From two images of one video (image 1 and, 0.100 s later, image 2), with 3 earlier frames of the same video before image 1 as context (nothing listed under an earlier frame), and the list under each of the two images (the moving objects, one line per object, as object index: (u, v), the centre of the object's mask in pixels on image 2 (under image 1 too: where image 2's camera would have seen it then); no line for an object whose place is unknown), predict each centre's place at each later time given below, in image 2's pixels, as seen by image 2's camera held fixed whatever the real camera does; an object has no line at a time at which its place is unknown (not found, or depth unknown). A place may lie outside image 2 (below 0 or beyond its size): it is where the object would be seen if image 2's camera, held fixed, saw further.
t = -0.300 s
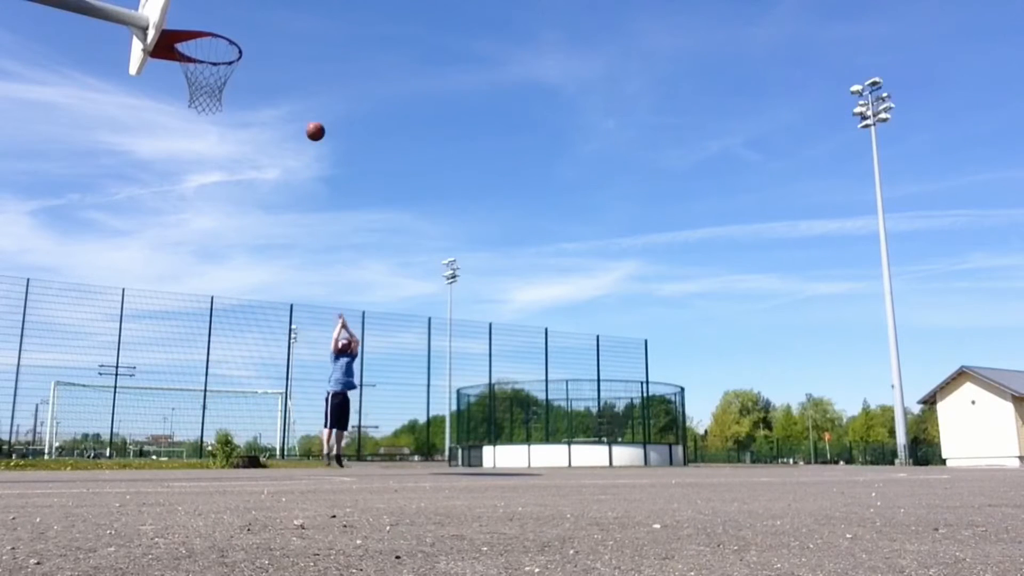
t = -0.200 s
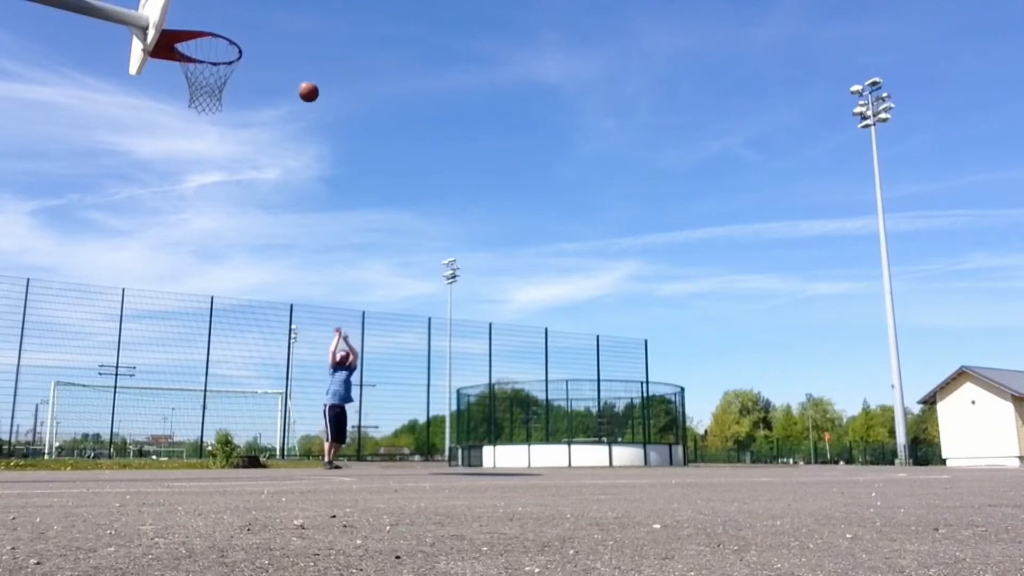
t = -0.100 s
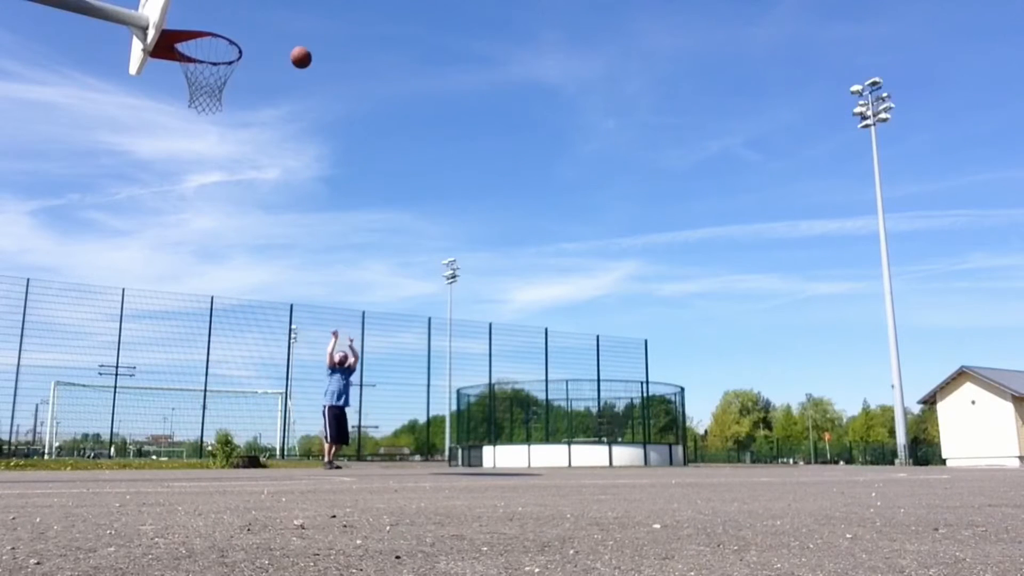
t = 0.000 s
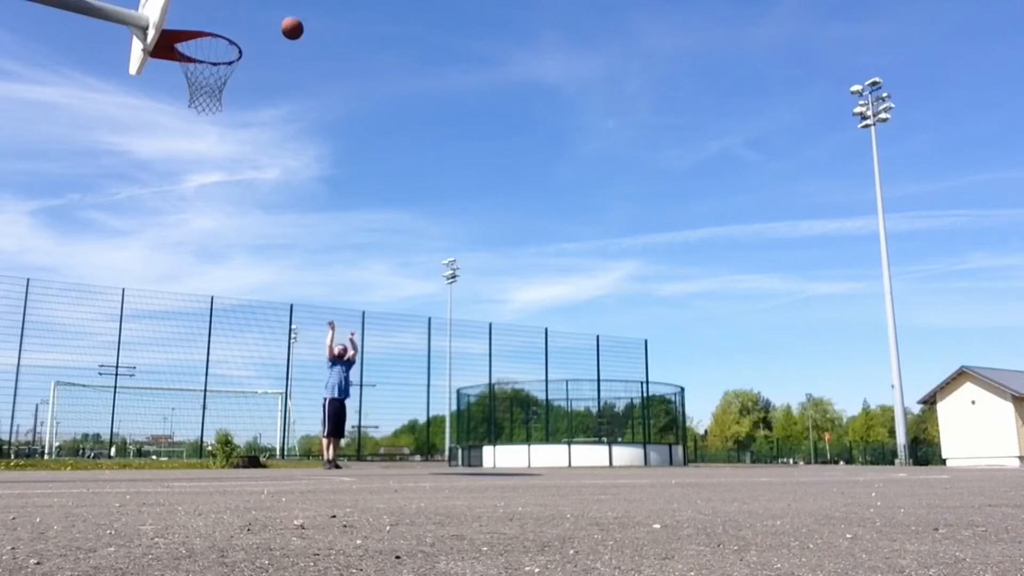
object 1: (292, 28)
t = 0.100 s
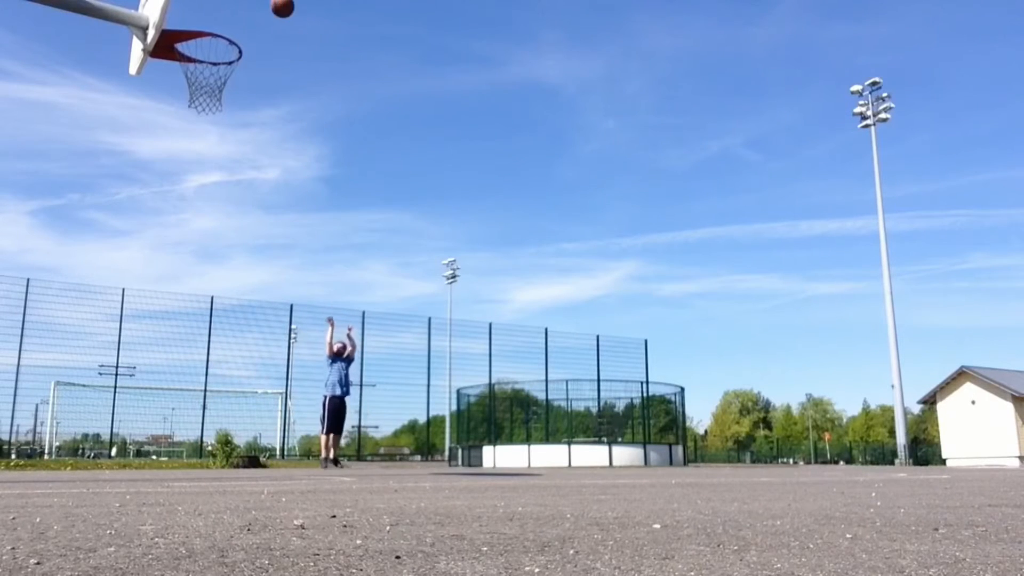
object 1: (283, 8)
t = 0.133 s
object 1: (279, 5)
